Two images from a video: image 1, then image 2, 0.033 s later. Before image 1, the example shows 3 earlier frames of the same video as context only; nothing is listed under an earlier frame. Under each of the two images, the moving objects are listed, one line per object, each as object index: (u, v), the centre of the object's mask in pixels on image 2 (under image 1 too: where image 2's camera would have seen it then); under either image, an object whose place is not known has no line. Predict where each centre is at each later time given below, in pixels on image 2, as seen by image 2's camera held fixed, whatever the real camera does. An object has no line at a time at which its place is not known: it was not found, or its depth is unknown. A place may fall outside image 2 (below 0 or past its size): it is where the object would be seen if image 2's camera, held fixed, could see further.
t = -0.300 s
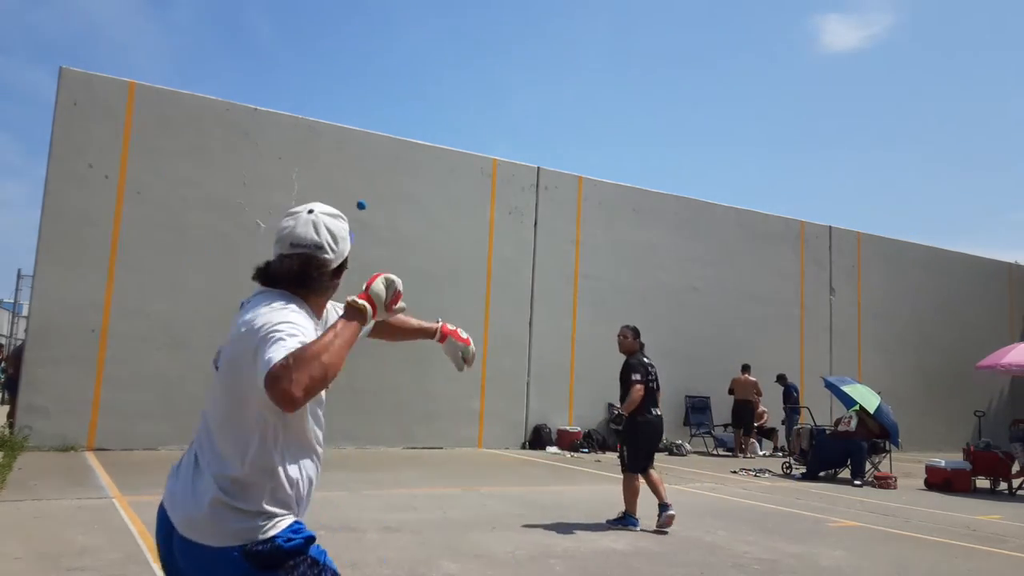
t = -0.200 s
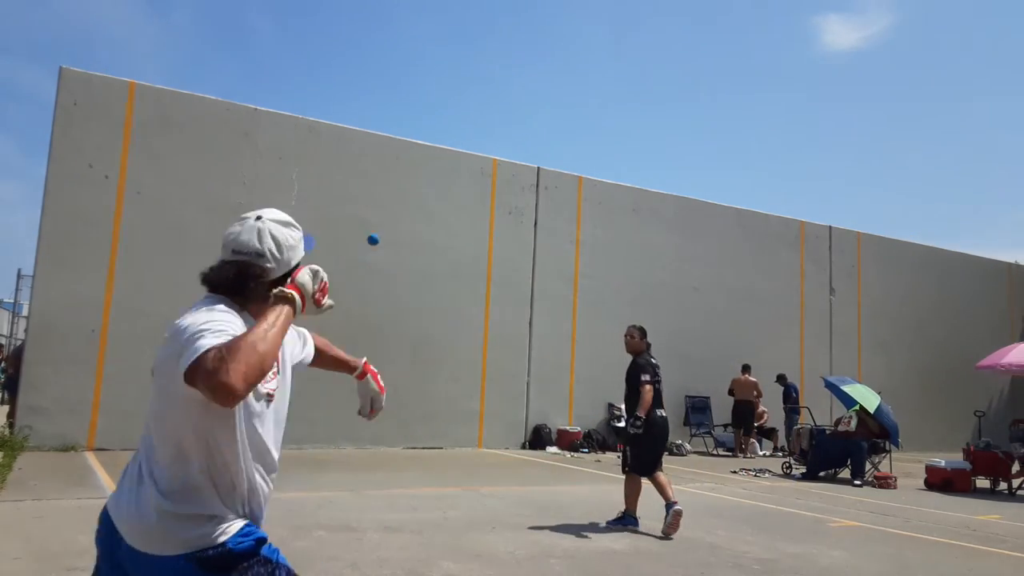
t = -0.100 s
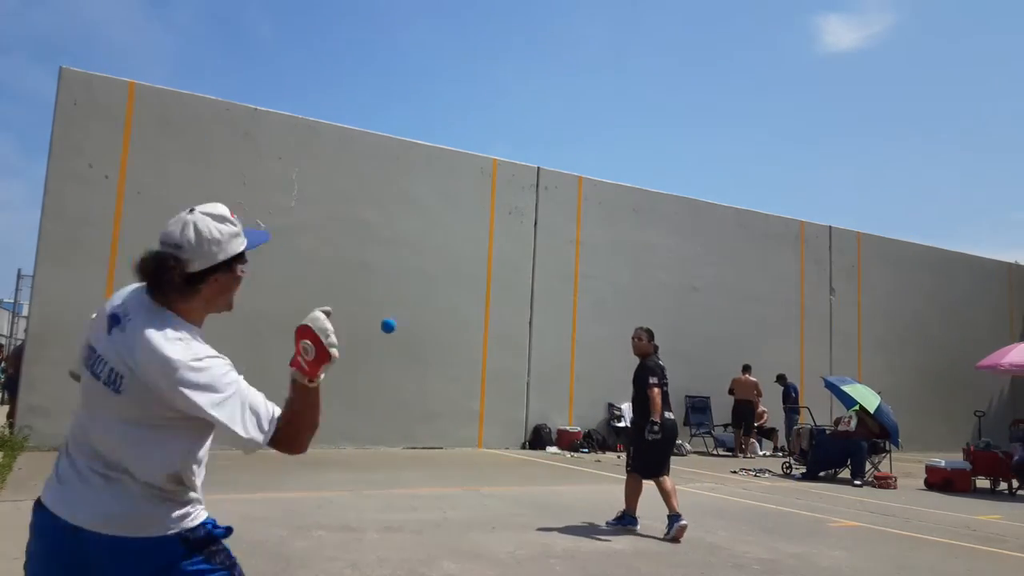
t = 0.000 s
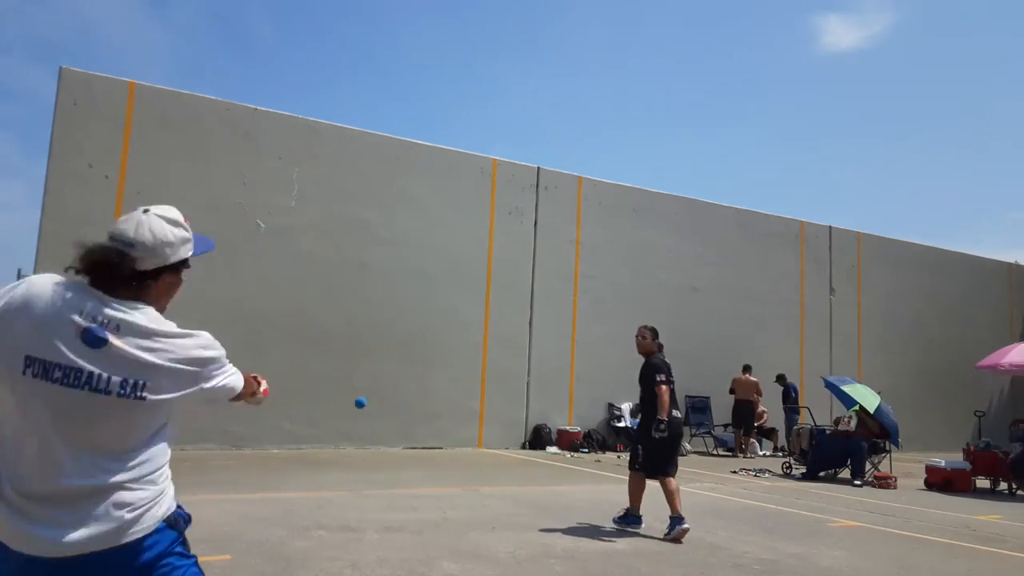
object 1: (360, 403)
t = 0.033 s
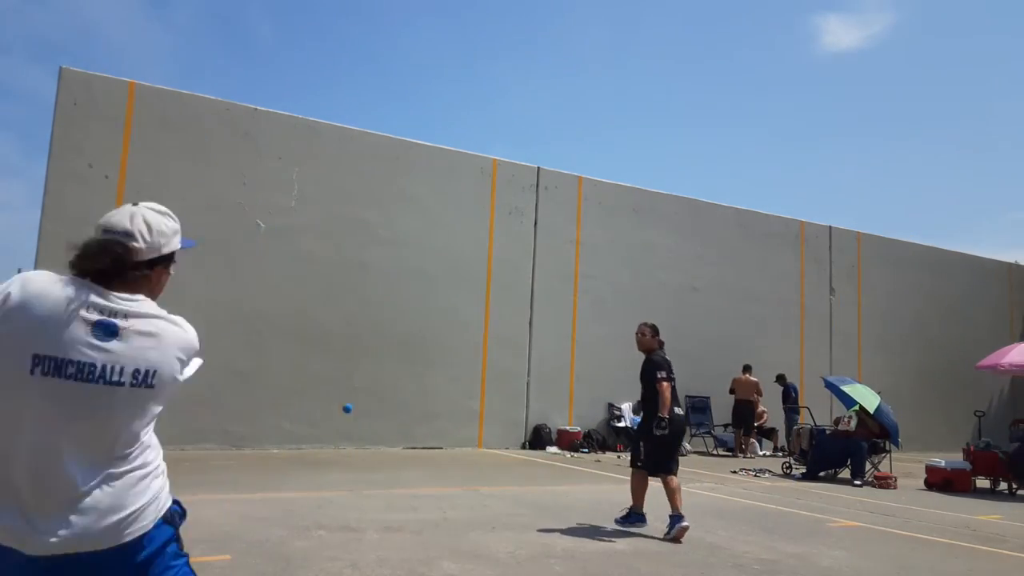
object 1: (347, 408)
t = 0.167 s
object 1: (321, 433)
